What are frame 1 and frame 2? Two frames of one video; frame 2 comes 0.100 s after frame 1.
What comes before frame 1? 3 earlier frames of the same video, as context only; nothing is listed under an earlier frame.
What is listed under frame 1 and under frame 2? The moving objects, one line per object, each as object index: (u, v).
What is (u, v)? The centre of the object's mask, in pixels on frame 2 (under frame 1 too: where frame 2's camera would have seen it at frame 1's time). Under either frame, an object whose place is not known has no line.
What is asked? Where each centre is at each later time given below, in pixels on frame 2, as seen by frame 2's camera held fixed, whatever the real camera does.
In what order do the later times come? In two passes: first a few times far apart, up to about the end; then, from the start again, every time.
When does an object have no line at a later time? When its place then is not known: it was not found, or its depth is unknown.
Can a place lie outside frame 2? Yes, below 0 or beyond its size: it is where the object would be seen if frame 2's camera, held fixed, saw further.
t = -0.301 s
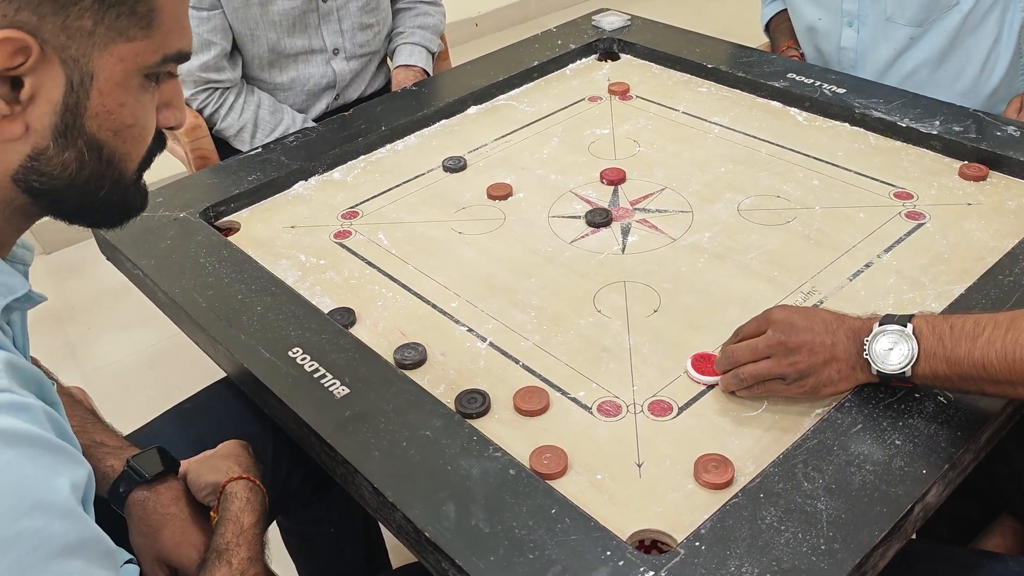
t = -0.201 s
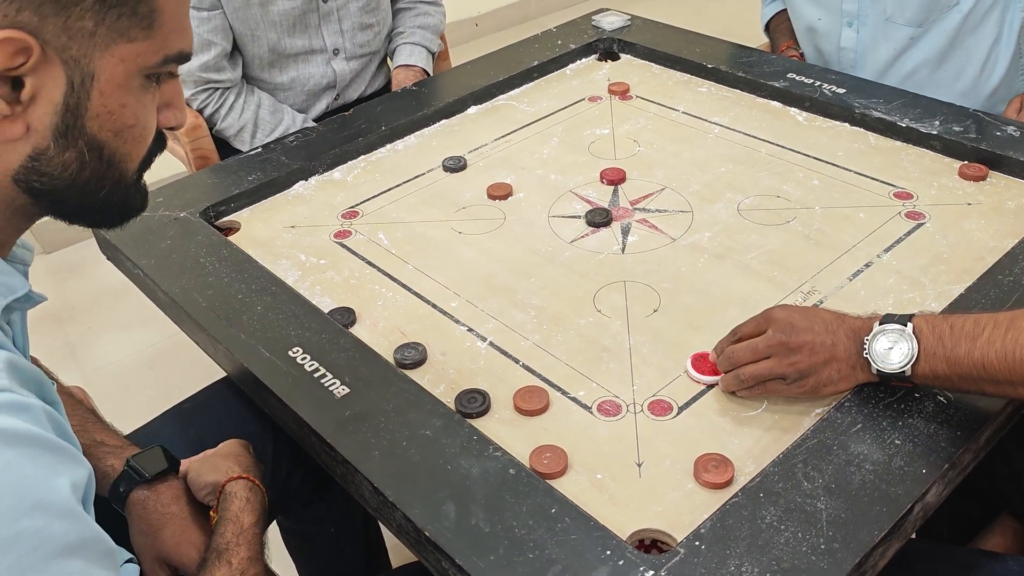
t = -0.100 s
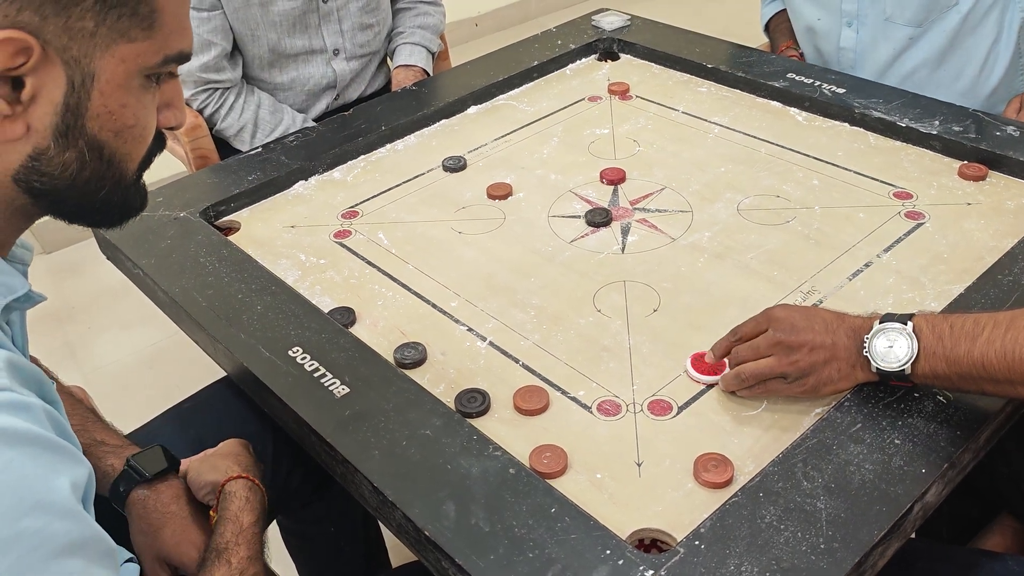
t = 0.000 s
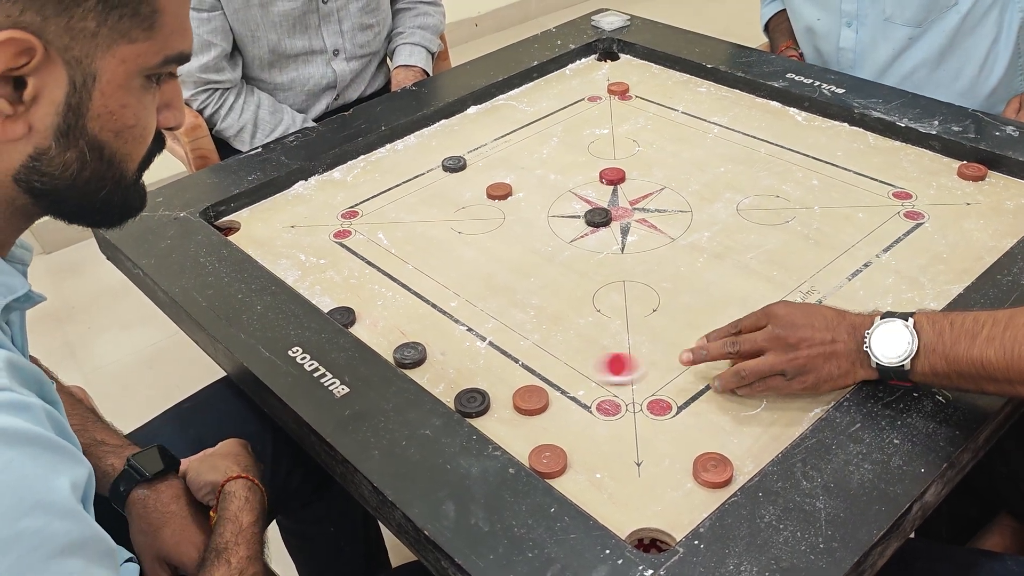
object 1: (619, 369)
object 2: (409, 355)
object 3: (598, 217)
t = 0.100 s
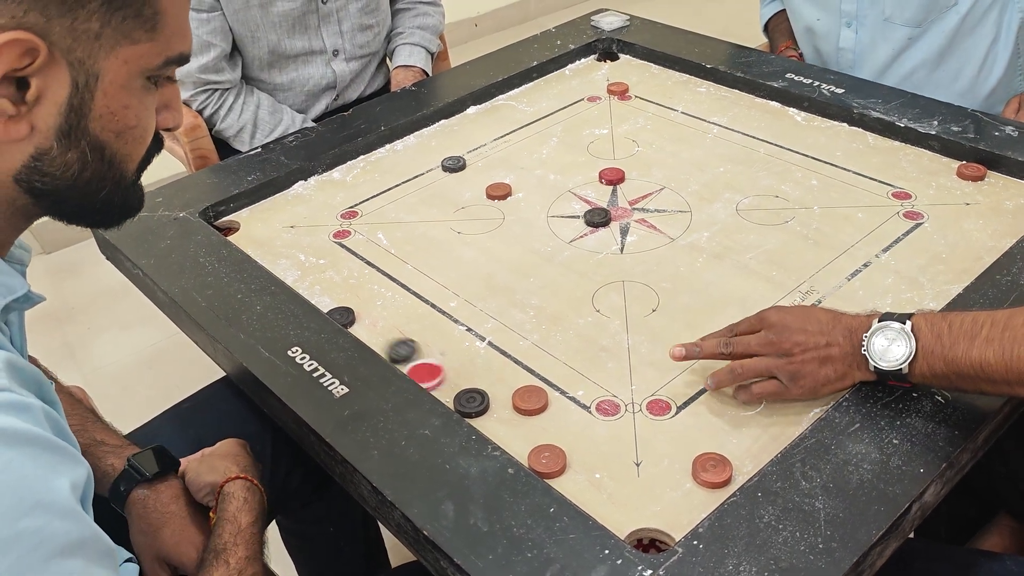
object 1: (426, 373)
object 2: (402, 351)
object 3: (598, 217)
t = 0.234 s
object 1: (501, 304)
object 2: (359, 325)
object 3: (598, 217)
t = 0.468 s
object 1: (582, 232)
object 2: (359, 325)
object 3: (601, 214)
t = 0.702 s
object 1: (587, 228)
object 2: (359, 325)
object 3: (635, 183)
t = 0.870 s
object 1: (587, 228)
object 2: (359, 325)
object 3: (635, 183)
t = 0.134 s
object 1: (444, 356)
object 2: (372, 333)
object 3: (598, 217)
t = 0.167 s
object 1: (466, 336)
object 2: (362, 327)
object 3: (598, 217)
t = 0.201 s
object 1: (484, 320)
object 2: (360, 326)
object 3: (598, 217)
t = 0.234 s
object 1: (501, 304)
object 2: (359, 325)
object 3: (598, 217)
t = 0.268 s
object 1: (517, 290)
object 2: (359, 325)
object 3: (598, 217)
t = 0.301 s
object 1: (531, 278)
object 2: (359, 325)
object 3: (598, 217)
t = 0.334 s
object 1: (544, 267)
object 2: (359, 325)
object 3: (598, 217)
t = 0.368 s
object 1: (555, 256)
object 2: (359, 325)
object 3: (598, 217)
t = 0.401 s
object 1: (566, 247)
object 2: (359, 325)
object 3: (598, 217)
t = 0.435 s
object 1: (575, 238)
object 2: (359, 325)
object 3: (598, 217)
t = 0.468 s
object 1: (582, 232)
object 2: (359, 325)
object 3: (601, 214)
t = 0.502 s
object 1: (584, 230)
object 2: (359, 325)
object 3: (609, 207)
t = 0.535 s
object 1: (586, 229)
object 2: (359, 325)
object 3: (616, 200)
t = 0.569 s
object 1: (587, 228)
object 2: (359, 325)
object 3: (621, 196)
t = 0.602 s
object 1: (587, 228)
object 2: (359, 325)
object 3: (626, 191)
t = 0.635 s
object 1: (587, 228)
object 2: (359, 325)
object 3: (629, 188)
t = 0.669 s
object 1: (587, 228)
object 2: (359, 325)
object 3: (634, 184)
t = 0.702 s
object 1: (587, 228)
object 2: (359, 325)
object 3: (635, 183)
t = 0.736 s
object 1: (587, 228)
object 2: (359, 325)
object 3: (634, 183)
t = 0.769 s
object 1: (587, 228)
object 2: (359, 325)
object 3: (635, 183)
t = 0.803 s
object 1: (587, 228)
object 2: (359, 325)
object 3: (635, 183)
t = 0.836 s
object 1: (587, 228)
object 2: (359, 325)
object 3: (635, 183)
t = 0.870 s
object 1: (587, 228)
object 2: (359, 325)
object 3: (635, 183)
